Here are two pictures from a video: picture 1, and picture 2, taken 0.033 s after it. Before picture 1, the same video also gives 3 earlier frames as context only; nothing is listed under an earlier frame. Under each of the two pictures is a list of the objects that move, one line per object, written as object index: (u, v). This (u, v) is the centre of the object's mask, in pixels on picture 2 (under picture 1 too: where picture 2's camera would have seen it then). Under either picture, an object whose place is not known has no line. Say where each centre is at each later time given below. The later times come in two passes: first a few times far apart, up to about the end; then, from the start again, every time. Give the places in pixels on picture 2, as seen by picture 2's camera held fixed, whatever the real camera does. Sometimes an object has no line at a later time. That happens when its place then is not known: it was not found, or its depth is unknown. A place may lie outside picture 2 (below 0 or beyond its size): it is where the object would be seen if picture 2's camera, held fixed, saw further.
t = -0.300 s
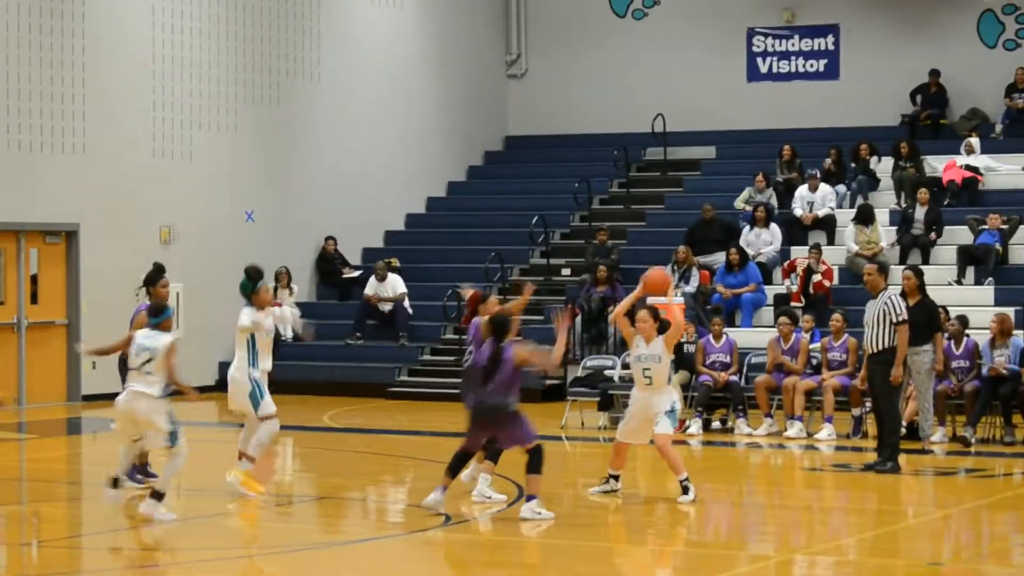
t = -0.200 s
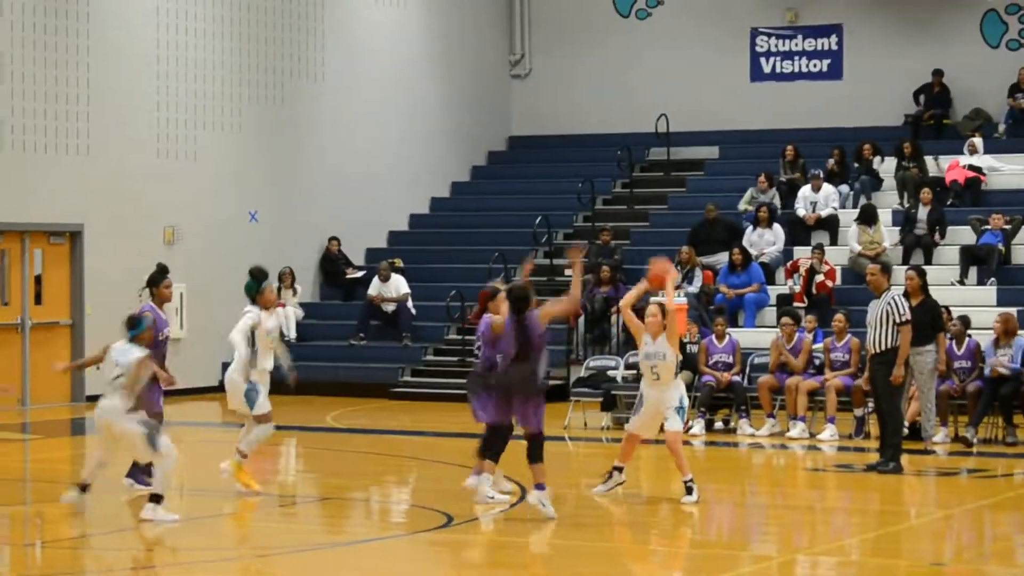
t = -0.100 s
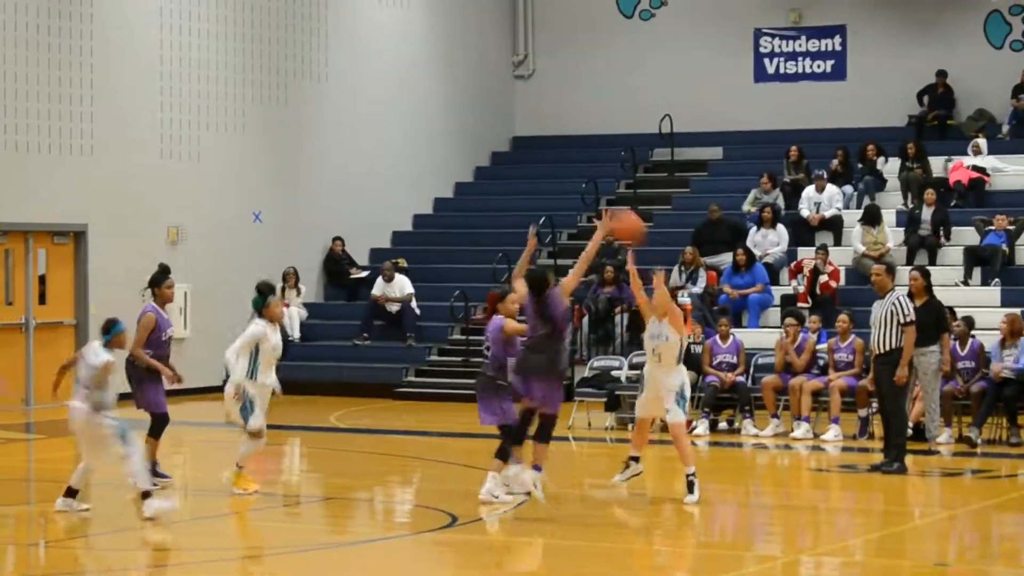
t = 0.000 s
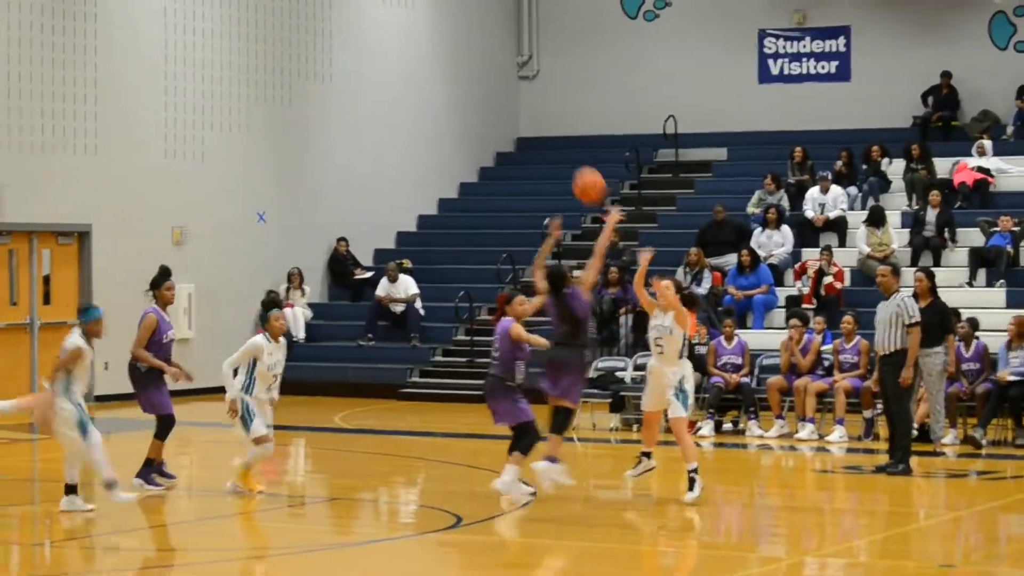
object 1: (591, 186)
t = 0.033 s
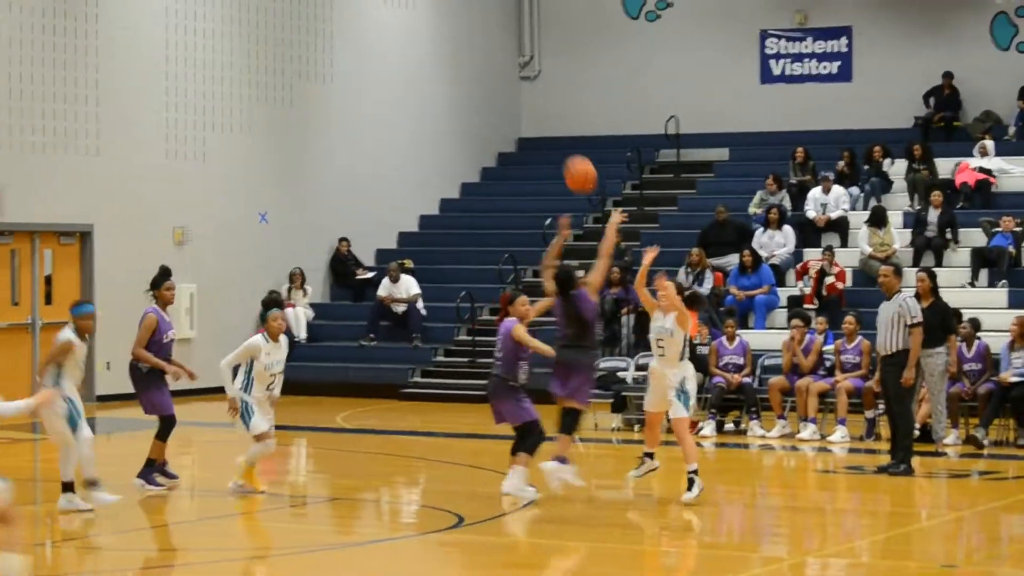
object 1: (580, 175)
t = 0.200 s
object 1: (525, 139)
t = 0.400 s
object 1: (454, 147)
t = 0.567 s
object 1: (390, 203)
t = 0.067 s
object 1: (570, 164)
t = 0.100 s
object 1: (559, 154)
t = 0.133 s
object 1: (547, 149)
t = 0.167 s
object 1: (536, 144)
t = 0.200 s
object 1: (525, 139)
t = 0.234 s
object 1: (516, 136)
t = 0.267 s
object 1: (502, 135)
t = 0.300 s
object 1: (490, 136)
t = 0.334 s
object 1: (478, 137)
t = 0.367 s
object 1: (466, 141)
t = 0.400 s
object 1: (454, 147)
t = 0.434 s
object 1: (441, 154)
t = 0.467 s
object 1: (429, 162)
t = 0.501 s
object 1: (415, 173)
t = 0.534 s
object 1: (402, 188)
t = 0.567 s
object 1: (390, 203)
